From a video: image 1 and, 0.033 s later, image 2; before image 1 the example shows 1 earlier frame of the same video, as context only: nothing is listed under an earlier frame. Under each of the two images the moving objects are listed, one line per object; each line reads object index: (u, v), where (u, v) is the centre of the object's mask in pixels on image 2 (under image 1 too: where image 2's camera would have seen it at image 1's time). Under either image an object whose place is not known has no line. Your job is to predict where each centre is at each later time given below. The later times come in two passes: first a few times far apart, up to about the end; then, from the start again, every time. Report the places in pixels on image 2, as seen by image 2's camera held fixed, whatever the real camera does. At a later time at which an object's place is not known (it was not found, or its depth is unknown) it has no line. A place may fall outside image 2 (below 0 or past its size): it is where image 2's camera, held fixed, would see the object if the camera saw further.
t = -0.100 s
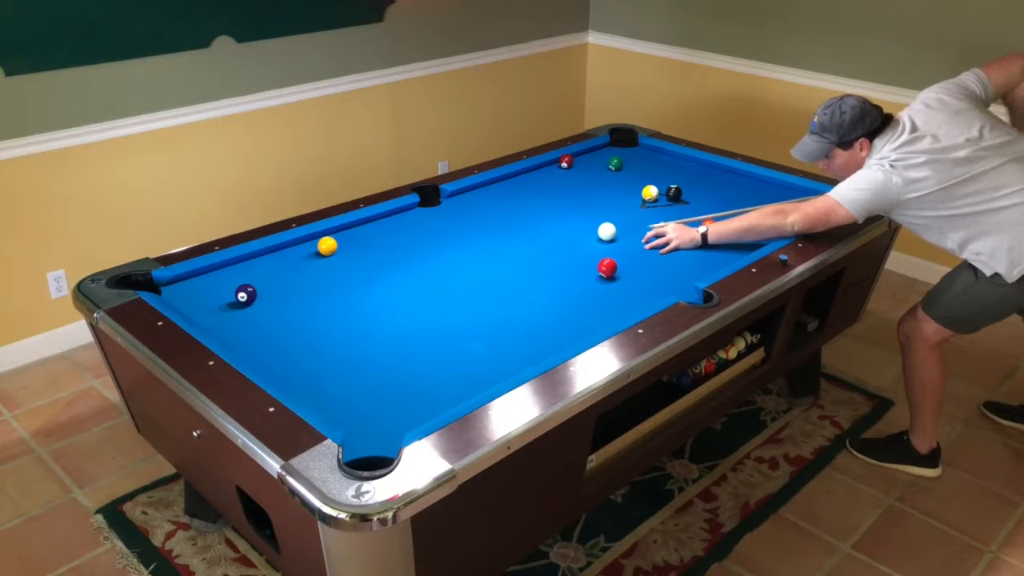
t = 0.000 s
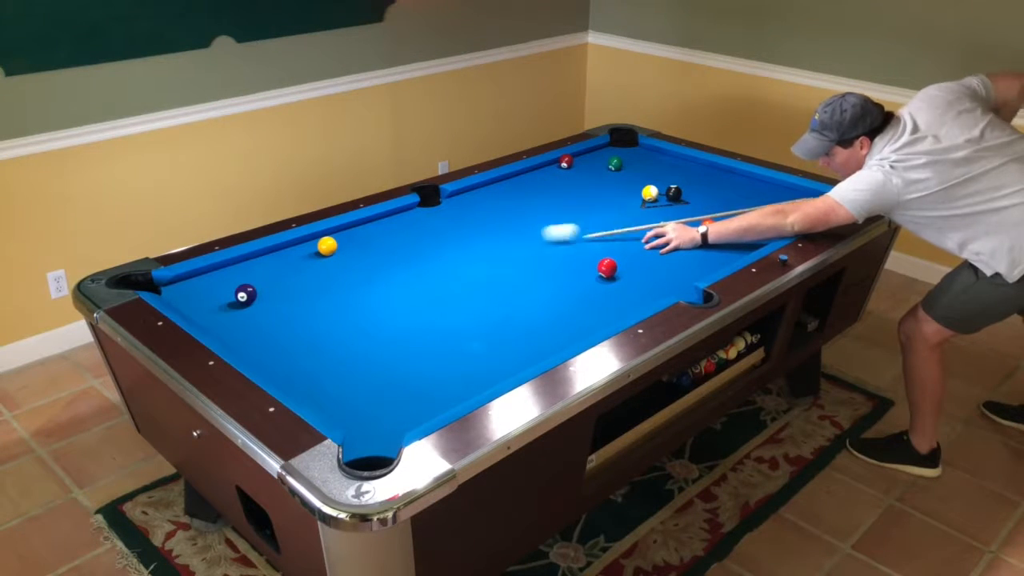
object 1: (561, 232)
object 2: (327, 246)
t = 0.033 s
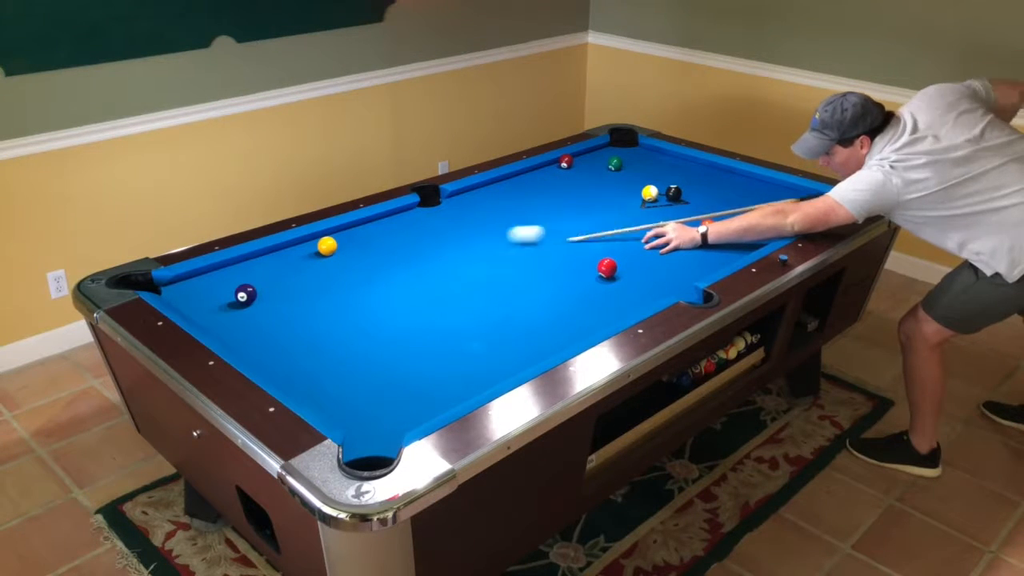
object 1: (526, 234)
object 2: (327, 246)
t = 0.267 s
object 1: (330, 234)
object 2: (295, 254)
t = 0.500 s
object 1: (369, 248)
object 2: (153, 288)
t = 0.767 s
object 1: (419, 266)
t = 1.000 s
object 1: (464, 283)
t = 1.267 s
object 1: (519, 303)
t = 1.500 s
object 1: (568, 320)
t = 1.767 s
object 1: (579, 321)
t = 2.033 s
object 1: (556, 308)
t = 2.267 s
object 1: (537, 297)
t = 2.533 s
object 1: (518, 286)
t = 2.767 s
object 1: (504, 278)
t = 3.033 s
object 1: (489, 270)
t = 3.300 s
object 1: (476, 263)
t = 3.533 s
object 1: (466, 258)
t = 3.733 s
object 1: (458, 254)
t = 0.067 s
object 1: (492, 235)
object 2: (327, 246)
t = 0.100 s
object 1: (459, 237)
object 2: (327, 246)
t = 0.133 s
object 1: (426, 238)
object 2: (327, 246)
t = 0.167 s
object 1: (393, 239)
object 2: (327, 246)
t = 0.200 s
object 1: (362, 240)
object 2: (327, 246)
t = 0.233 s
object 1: (340, 238)
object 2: (316, 249)
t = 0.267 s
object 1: (330, 234)
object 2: (295, 254)
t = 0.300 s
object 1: (333, 235)
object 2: (273, 260)
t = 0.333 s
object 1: (339, 237)
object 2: (251, 266)
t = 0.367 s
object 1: (345, 240)
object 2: (230, 271)
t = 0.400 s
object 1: (351, 242)
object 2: (209, 277)
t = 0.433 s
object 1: (357, 244)
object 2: (190, 282)
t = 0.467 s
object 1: (363, 246)
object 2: (171, 287)
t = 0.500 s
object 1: (369, 248)
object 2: (153, 288)
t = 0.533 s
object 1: (375, 250)
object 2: (146, 285)
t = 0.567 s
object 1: (381, 252)
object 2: (141, 284)
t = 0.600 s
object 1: (387, 255)
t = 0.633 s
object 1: (394, 257)
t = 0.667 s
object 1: (400, 259)
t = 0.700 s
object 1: (406, 262)
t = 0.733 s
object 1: (413, 264)
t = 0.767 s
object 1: (419, 266)
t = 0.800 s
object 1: (426, 269)
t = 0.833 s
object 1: (432, 271)
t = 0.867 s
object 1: (438, 273)
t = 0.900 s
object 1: (445, 275)
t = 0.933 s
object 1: (451, 278)
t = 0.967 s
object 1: (458, 280)
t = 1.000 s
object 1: (464, 283)
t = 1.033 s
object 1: (471, 285)
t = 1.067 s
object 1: (478, 287)
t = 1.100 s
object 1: (484, 290)
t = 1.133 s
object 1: (491, 292)
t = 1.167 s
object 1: (498, 295)
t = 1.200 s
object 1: (505, 297)
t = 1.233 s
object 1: (512, 300)
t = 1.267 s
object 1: (519, 303)
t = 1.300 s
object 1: (526, 305)
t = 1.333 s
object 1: (532, 307)
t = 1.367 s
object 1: (539, 310)
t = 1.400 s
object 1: (547, 313)
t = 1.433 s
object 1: (554, 315)
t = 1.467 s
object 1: (561, 318)
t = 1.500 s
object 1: (568, 320)
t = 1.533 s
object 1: (575, 323)
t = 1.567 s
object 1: (582, 325)
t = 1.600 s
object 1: (589, 327)
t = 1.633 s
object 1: (592, 327)
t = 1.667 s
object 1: (588, 326)
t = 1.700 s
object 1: (585, 324)
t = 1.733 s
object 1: (582, 323)
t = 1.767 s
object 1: (579, 321)
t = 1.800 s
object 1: (576, 319)
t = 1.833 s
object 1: (573, 318)
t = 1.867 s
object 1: (570, 316)
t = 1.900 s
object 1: (567, 314)
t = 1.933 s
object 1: (564, 312)
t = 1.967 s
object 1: (561, 311)
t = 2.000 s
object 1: (558, 309)
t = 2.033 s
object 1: (556, 308)
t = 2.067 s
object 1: (553, 306)
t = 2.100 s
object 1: (550, 304)
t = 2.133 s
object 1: (547, 303)
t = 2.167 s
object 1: (545, 301)
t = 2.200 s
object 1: (542, 300)
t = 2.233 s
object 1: (540, 298)
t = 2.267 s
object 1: (537, 297)
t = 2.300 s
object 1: (535, 296)
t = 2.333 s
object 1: (532, 294)
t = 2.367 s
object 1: (530, 293)
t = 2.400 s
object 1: (528, 292)
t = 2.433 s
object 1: (525, 290)
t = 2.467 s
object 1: (523, 289)
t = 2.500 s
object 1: (521, 288)
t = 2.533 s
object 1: (518, 286)
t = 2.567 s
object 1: (516, 285)
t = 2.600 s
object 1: (514, 284)
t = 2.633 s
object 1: (512, 283)
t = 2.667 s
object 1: (510, 282)
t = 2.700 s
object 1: (508, 280)
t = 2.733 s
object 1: (506, 279)
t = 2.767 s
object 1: (504, 278)
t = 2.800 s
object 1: (502, 277)
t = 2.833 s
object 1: (500, 276)
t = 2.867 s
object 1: (498, 275)
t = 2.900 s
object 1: (496, 274)
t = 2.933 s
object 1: (495, 273)
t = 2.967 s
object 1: (493, 272)
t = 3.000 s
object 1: (491, 271)
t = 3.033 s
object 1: (489, 270)
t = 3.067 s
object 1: (488, 269)
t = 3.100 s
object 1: (486, 268)
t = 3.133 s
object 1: (484, 267)
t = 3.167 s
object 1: (482, 267)
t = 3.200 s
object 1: (481, 266)
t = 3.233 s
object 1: (479, 265)
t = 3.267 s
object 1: (478, 264)
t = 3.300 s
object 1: (476, 263)
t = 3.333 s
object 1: (475, 262)
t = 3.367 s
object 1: (473, 261)
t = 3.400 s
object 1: (472, 261)
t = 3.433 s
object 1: (470, 260)
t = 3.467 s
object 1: (469, 259)
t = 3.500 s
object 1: (467, 258)
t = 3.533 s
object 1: (466, 258)
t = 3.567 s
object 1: (465, 257)
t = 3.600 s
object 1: (463, 256)
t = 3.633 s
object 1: (462, 256)
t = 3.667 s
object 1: (461, 255)
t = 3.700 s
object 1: (460, 254)
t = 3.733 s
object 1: (458, 254)
